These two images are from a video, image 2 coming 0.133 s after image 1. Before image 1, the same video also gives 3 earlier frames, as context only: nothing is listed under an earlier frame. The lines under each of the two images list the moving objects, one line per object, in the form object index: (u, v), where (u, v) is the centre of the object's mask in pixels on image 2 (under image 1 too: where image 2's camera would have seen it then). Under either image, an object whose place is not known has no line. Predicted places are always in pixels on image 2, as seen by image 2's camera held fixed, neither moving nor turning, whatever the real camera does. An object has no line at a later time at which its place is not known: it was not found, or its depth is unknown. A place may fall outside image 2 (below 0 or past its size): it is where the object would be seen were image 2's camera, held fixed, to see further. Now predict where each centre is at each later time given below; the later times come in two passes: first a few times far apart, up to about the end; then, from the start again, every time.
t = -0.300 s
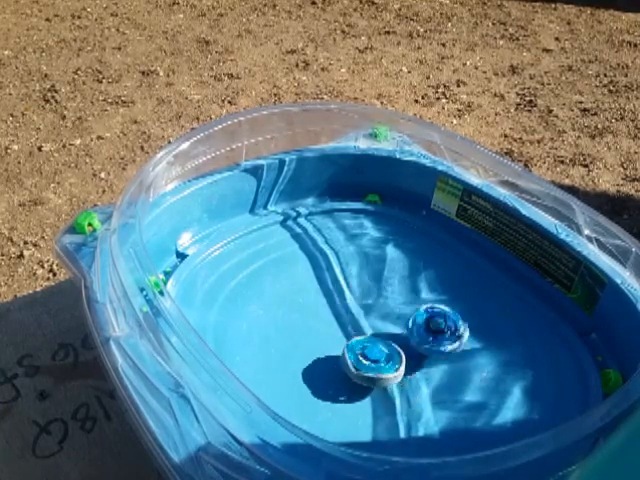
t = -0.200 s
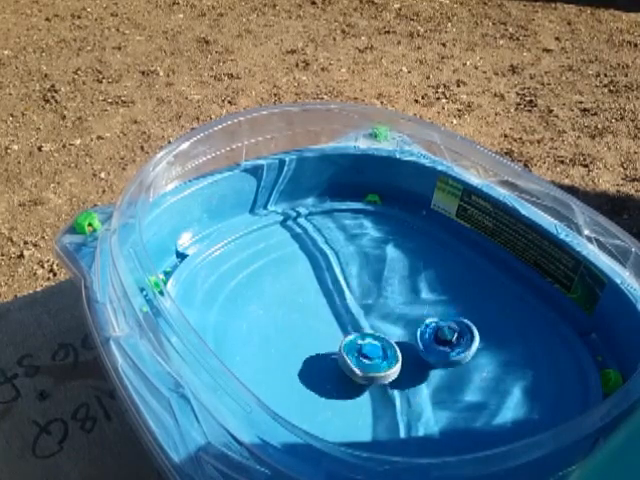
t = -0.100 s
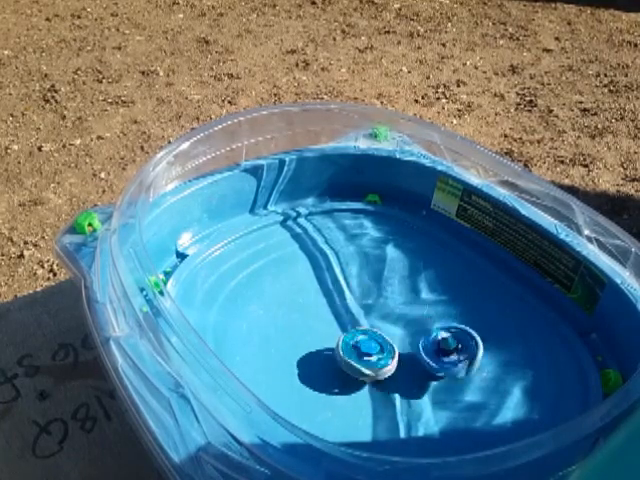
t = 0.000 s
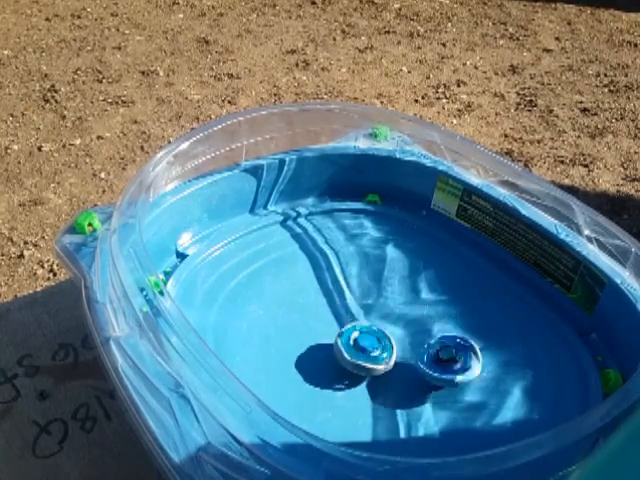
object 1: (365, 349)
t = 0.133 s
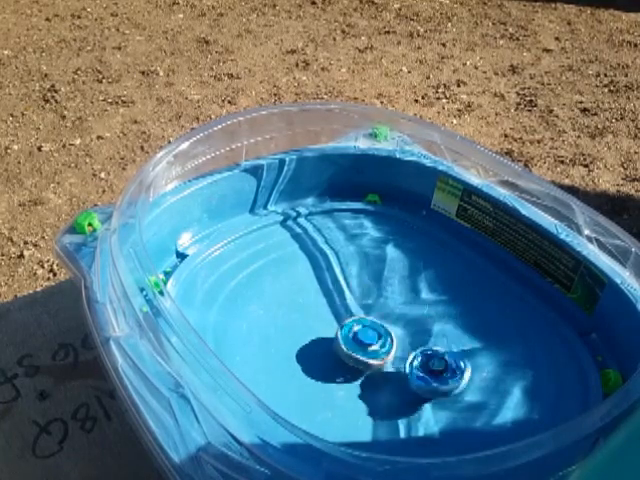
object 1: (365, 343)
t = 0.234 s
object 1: (366, 338)
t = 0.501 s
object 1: (374, 333)
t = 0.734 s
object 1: (389, 334)
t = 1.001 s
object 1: (403, 338)
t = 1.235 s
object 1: (408, 345)
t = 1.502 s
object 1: (403, 355)
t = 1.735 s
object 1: (394, 362)
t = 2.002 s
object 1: (381, 363)
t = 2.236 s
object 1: (372, 358)
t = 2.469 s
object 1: (365, 348)
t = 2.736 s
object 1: (366, 335)
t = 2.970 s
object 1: (371, 330)
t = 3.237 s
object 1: (402, 305)
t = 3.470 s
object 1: (410, 295)
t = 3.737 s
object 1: (415, 308)
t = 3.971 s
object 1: (430, 322)
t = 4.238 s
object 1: (421, 344)
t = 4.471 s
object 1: (399, 360)
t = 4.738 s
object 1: (384, 398)
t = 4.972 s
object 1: (368, 393)
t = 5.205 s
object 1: (349, 377)
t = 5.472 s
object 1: (344, 357)
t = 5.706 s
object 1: (365, 341)
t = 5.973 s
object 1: (382, 327)
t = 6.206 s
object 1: (405, 334)
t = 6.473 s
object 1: (423, 338)
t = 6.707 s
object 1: (419, 353)
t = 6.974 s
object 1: (400, 365)
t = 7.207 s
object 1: (379, 363)
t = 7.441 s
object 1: (366, 351)
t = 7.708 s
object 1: (354, 338)
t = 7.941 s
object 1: (367, 330)
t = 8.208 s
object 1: (394, 330)
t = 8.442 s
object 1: (411, 340)
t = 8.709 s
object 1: (412, 355)
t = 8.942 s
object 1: (396, 363)
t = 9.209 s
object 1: (375, 361)
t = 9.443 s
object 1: (364, 349)
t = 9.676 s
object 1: (366, 335)
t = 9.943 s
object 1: (381, 324)
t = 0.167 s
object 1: (365, 340)
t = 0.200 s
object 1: (366, 339)
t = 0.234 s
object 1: (366, 338)
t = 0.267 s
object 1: (368, 338)
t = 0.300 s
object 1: (369, 337)
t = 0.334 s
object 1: (370, 337)
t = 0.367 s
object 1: (371, 335)
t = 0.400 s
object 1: (371, 335)
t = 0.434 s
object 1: (372, 334)
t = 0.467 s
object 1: (373, 334)
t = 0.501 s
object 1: (374, 333)
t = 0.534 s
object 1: (376, 333)
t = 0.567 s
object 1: (378, 333)
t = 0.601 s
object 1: (379, 331)
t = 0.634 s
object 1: (381, 332)
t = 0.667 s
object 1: (384, 332)
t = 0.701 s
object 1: (386, 333)
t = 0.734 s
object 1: (389, 334)
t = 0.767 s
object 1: (391, 334)
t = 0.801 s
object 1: (394, 334)
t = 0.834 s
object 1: (396, 335)
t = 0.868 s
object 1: (398, 335)
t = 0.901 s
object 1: (399, 336)
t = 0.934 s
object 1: (401, 336)
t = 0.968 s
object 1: (402, 337)
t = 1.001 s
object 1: (403, 338)
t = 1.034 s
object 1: (404, 339)
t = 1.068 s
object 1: (405, 340)
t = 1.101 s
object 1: (406, 341)
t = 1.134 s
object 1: (407, 342)
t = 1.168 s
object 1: (407, 343)
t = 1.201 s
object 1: (408, 344)
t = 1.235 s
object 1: (408, 345)
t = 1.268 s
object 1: (408, 346)
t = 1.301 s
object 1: (408, 348)
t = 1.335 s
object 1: (408, 349)
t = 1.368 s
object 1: (407, 350)
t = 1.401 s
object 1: (407, 351)
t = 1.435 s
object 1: (406, 353)
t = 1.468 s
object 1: (405, 354)
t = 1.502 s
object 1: (403, 355)
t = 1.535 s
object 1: (402, 356)
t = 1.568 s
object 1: (401, 357)
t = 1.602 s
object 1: (400, 358)
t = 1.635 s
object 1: (398, 359)
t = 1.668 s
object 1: (396, 360)
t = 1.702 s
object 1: (395, 361)
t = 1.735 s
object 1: (394, 362)
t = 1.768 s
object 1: (392, 363)
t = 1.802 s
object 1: (390, 363)
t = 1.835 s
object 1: (388, 364)
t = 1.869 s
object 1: (387, 364)
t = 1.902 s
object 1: (386, 364)
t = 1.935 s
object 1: (384, 364)
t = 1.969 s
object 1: (382, 364)
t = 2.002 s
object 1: (381, 363)
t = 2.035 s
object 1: (379, 362)
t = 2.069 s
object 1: (378, 362)
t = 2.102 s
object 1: (377, 361)
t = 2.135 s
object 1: (376, 360)
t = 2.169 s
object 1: (375, 360)
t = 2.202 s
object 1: (373, 359)
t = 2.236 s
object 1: (372, 358)
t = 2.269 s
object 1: (370, 357)
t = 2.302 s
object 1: (369, 355)
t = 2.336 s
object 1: (368, 354)
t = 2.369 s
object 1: (367, 353)
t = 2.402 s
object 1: (367, 351)
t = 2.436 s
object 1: (366, 350)
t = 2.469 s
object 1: (365, 348)
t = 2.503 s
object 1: (365, 346)
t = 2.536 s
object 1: (365, 345)
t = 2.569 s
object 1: (365, 343)
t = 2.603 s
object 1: (365, 342)
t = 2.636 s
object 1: (365, 340)
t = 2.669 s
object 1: (365, 337)
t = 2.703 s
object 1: (365, 336)
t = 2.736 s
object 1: (366, 335)
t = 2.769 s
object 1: (366, 333)
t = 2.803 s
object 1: (367, 333)
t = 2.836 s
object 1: (367, 332)
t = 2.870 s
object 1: (368, 331)
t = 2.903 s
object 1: (369, 331)
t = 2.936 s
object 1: (370, 331)
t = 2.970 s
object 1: (371, 330)
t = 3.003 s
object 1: (373, 329)
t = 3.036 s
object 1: (375, 329)
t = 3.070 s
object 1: (377, 328)
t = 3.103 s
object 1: (379, 329)
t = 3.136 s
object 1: (382, 328)
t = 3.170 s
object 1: (386, 327)
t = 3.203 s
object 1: (395, 314)
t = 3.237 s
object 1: (402, 305)
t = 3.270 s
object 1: (405, 300)
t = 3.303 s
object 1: (407, 297)
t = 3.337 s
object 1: (408, 296)
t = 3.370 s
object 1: (409, 295)
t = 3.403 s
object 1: (409, 295)
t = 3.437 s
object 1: (410, 295)
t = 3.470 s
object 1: (410, 295)
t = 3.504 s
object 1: (410, 295)
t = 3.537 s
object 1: (411, 296)
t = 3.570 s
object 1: (411, 297)
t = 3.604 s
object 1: (412, 298)
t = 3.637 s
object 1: (413, 300)
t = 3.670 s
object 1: (413, 302)
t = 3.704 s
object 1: (414, 305)
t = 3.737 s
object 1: (415, 308)
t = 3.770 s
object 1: (415, 311)
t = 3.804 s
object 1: (415, 314)
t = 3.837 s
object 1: (416, 317)
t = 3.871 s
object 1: (422, 317)
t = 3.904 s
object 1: (428, 317)
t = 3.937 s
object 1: (430, 320)
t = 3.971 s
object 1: (430, 322)
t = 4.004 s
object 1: (430, 325)
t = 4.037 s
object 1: (430, 327)
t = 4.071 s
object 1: (429, 330)
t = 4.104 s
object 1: (428, 333)
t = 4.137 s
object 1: (427, 336)
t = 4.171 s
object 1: (425, 339)
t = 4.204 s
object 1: (423, 342)
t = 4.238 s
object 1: (421, 344)
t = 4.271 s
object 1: (419, 347)
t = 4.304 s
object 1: (416, 350)
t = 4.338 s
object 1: (413, 352)
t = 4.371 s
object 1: (409, 355)
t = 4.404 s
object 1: (405, 357)
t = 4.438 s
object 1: (402, 358)
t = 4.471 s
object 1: (399, 360)
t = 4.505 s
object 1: (395, 365)
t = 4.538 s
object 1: (395, 380)
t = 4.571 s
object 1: (394, 390)
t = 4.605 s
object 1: (391, 394)
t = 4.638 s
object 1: (390, 396)
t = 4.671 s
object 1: (388, 397)
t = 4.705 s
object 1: (386, 398)
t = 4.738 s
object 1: (384, 398)
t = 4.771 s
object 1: (381, 399)
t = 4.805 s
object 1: (379, 399)
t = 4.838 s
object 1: (377, 398)
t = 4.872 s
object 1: (375, 397)
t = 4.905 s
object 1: (373, 396)
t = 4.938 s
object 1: (370, 394)
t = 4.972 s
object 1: (368, 393)
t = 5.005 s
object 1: (366, 391)
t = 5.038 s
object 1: (364, 388)
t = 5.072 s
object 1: (362, 385)
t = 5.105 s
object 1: (361, 382)
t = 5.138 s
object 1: (359, 378)
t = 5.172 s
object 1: (358, 374)
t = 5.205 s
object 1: (349, 377)
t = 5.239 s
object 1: (342, 376)
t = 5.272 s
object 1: (337, 373)
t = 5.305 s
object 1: (337, 370)
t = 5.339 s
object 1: (337, 367)
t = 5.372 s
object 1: (339, 365)
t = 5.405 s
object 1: (340, 363)
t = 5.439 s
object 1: (342, 360)
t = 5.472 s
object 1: (344, 357)
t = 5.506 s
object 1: (347, 356)
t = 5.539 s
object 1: (349, 353)
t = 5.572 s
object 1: (353, 350)
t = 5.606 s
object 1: (356, 348)
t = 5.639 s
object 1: (359, 345)
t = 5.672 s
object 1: (361, 343)
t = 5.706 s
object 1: (365, 341)
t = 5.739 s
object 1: (364, 338)
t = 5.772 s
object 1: (362, 333)
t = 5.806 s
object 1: (364, 329)
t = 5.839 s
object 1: (368, 329)
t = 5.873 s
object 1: (371, 328)
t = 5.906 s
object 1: (375, 328)
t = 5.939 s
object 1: (378, 328)
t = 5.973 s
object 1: (382, 327)
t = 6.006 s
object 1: (386, 329)
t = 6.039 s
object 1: (390, 329)
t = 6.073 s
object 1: (393, 330)
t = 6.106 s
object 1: (397, 332)
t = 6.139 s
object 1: (399, 333)
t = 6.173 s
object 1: (402, 333)
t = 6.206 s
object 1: (405, 334)
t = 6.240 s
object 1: (408, 333)
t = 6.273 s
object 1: (414, 329)
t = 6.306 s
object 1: (417, 329)
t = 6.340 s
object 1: (419, 331)
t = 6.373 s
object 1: (420, 332)
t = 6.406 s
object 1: (422, 334)
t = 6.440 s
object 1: (423, 336)
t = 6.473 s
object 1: (423, 338)
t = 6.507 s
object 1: (424, 339)
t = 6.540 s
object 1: (424, 342)
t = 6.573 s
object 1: (424, 343)
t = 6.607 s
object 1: (424, 346)
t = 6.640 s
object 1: (422, 348)
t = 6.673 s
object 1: (422, 350)
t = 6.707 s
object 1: (419, 353)
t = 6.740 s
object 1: (418, 356)
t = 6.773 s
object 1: (414, 357)
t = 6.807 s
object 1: (412, 359)
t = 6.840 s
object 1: (409, 360)
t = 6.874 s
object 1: (408, 362)
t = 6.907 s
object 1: (405, 363)
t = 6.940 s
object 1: (402, 364)
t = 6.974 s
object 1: (400, 365)
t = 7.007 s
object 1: (397, 366)
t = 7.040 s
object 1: (394, 366)
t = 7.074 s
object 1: (390, 366)
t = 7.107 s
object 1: (388, 366)
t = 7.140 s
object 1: (385, 365)
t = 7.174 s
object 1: (382, 364)
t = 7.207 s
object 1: (379, 363)
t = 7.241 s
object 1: (377, 362)
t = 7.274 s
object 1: (375, 361)
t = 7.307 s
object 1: (372, 359)
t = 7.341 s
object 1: (371, 358)
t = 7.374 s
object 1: (369, 356)
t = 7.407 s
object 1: (368, 353)
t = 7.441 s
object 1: (366, 351)
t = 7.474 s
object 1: (366, 349)
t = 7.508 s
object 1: (365, 347)
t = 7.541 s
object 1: (364, 345)
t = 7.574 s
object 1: (357, 345)
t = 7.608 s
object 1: (354, 343)
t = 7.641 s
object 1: (353, 341)
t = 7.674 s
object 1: (353, 339)
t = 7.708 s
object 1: (354, 338)
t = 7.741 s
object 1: (355, 337)
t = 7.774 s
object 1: (357, 336)
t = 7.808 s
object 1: (359, 334)
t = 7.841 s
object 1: (361, 333)
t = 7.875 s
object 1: (362, 332)
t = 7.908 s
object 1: (365, 330)
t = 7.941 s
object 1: (367, 330)
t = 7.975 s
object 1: (370, 330)
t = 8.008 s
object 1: (374, 329)
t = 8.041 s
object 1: (377, 329)
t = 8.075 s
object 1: (380, 328)
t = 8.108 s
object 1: (383, 328)
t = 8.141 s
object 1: (387, 329)
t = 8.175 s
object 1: (390, 330)
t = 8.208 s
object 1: (394, 330)
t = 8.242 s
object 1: (397, 331)
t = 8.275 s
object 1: (399, 332)
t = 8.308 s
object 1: (402, 334)
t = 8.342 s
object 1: (404, 335)
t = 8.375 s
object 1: (407, 337)
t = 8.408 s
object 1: (410, 338)
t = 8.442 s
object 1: (411, 340)
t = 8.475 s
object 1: (412, 342)
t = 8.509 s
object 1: (413, 344)
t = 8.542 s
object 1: (413, 346)
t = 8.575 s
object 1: (414, 348)
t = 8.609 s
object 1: (415, 349)
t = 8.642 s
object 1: (414, 351)
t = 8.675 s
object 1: (412, 353)
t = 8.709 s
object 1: (412, 355)
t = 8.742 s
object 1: (409, 357)
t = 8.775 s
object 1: (408, 358)
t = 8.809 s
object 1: (407, 359)
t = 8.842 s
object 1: (404, 360)
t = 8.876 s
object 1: (402, 362)
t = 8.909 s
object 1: (399, 363)
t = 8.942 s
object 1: (396, 363)
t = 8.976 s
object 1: (393, 363)
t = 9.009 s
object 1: (391, 363)
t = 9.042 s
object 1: (388, 363)
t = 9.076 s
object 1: (386, 364)
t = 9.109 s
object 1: (383, 363)
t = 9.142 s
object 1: (380, 363)
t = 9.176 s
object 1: (377, 362)
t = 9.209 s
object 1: (375, 361)
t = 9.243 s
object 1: (373, 359)
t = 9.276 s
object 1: (371, 358)
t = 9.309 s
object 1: (370, 356)
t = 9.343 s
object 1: (368, 355)
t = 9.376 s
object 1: (366, 353)
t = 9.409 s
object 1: (366, 352)
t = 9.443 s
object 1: (364, 349)
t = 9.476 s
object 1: (364, 347)
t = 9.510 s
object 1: (364, 345)
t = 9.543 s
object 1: (363, 343)
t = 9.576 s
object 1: (363, 341)
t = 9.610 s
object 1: (364, 339)
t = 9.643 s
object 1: (365, 337)
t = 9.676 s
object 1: (366, 335)
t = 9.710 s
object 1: (367, 333)
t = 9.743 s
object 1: (368, 332)
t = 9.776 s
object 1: (369, 328)
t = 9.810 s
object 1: (372, 327)
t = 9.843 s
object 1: (375, 326)
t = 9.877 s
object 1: (377, 325)
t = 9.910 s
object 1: (379, 324)
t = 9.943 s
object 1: (381, 324)
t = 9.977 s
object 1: (384, 324)
